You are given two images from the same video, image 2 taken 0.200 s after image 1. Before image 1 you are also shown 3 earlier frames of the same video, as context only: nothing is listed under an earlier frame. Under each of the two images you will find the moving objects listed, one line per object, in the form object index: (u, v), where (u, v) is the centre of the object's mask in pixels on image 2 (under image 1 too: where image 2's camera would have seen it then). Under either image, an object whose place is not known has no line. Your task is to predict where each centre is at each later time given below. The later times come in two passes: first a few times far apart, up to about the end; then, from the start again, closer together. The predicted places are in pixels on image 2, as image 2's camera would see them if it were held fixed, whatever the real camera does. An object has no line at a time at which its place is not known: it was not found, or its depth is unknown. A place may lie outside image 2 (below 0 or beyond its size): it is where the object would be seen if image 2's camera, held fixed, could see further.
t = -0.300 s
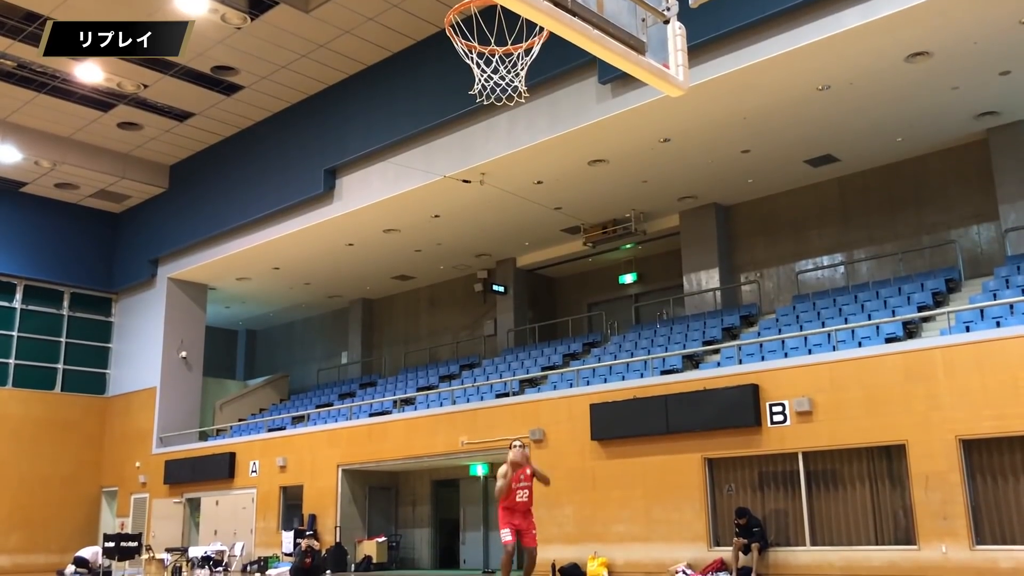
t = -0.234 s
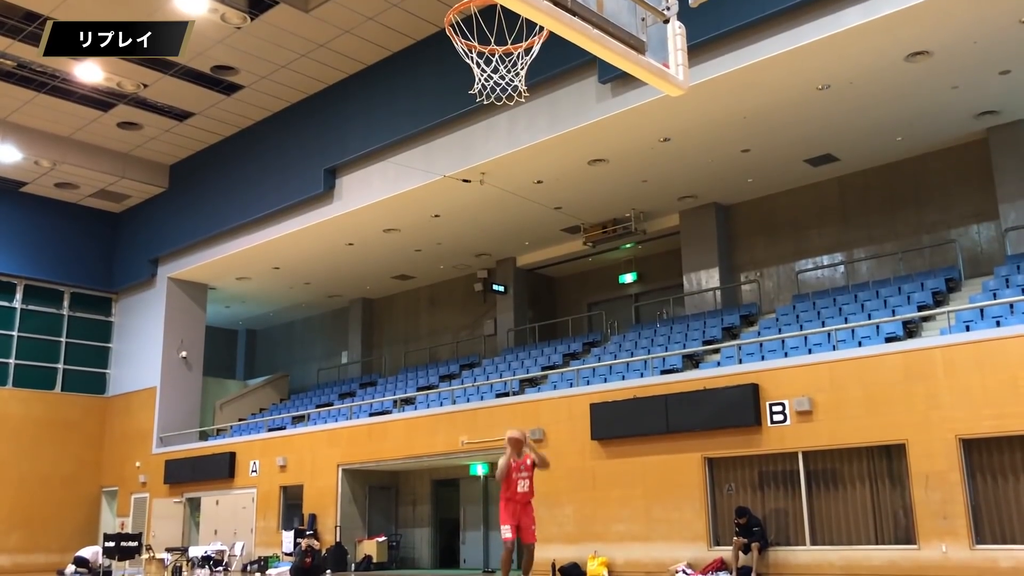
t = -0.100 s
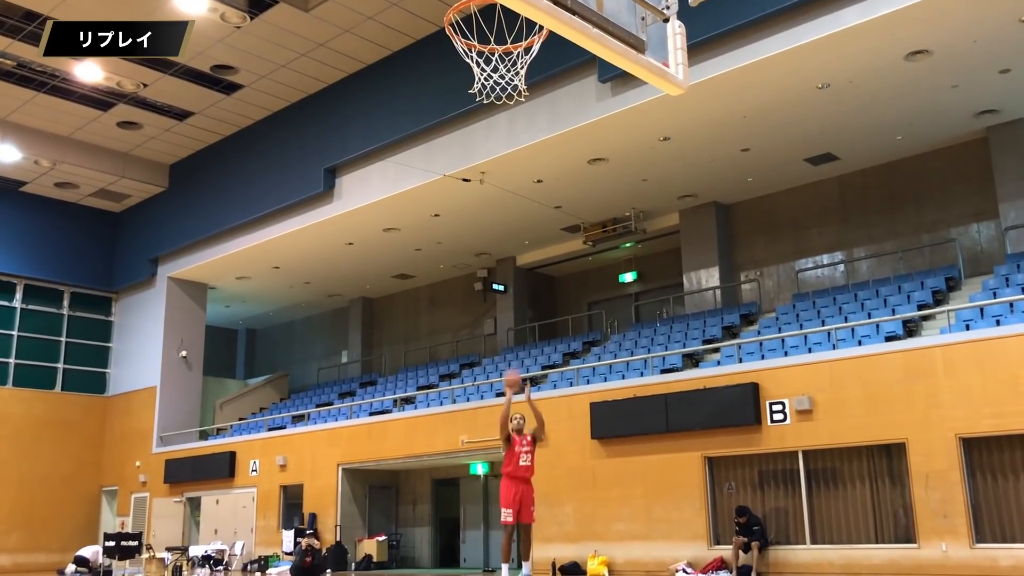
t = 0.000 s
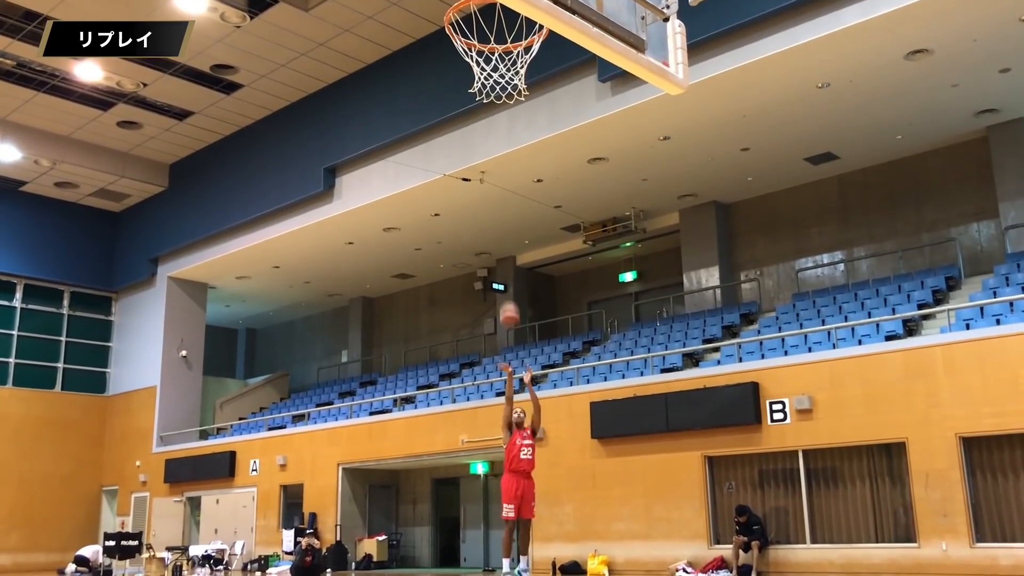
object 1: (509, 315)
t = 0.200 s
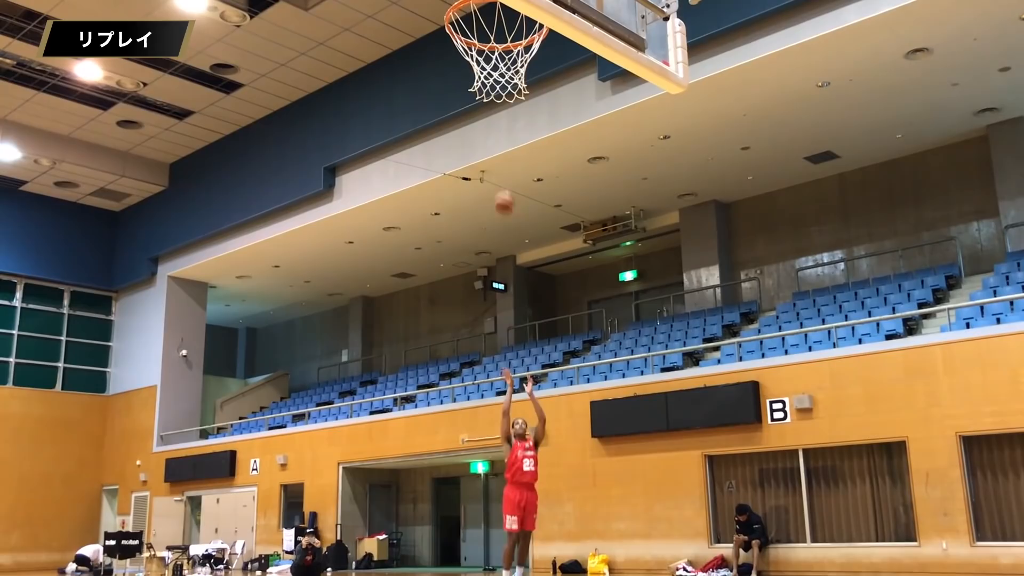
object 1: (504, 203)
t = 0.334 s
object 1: (501, 143)
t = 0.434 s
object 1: (498, 106)
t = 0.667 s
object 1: (492, 40)
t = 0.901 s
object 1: (485, 26)
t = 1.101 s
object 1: (481, 44)
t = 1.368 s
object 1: (472, 145)
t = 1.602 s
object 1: (467, 319)
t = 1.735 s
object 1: (462, 485)
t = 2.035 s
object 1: (456, 434)
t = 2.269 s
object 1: (452, 279)
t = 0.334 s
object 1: (501, 143)
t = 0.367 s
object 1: (500, 128)
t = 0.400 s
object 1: (499, 116)
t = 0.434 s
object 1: (498, 106)
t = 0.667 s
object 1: (492, 40)
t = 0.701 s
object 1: (491, 36)
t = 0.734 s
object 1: (490, 34)
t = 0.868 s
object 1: (486, 26)
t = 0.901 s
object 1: (485, 26)
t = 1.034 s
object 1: (482, 33)
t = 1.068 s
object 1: (481, 37)
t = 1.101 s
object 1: (481, 44)
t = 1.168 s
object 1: (477, 61)
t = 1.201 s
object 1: (474, 71)
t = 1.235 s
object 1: (475, 84)
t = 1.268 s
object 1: (474, 98)
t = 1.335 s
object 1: (473, 127)
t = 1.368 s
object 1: (472, 145)
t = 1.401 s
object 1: (472, 165)
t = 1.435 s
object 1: (471, 184)
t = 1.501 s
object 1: (469, 230)
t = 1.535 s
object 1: (468, 259)
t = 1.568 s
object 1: (468, 289)
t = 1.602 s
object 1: (467, 319)
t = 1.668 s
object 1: (465, 391)
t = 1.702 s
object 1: (464, 431)
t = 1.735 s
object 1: (462, 485)
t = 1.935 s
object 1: (459, 531)
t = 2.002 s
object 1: (457, 466)
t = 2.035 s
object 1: (456, 434)
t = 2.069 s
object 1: (455, 406)
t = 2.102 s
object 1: (454, 380)
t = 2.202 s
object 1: (453, 314)
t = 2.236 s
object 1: (452, 295)
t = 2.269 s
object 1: (452, 279)
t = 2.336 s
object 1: (450, 248)
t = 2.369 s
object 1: (449, 235)
